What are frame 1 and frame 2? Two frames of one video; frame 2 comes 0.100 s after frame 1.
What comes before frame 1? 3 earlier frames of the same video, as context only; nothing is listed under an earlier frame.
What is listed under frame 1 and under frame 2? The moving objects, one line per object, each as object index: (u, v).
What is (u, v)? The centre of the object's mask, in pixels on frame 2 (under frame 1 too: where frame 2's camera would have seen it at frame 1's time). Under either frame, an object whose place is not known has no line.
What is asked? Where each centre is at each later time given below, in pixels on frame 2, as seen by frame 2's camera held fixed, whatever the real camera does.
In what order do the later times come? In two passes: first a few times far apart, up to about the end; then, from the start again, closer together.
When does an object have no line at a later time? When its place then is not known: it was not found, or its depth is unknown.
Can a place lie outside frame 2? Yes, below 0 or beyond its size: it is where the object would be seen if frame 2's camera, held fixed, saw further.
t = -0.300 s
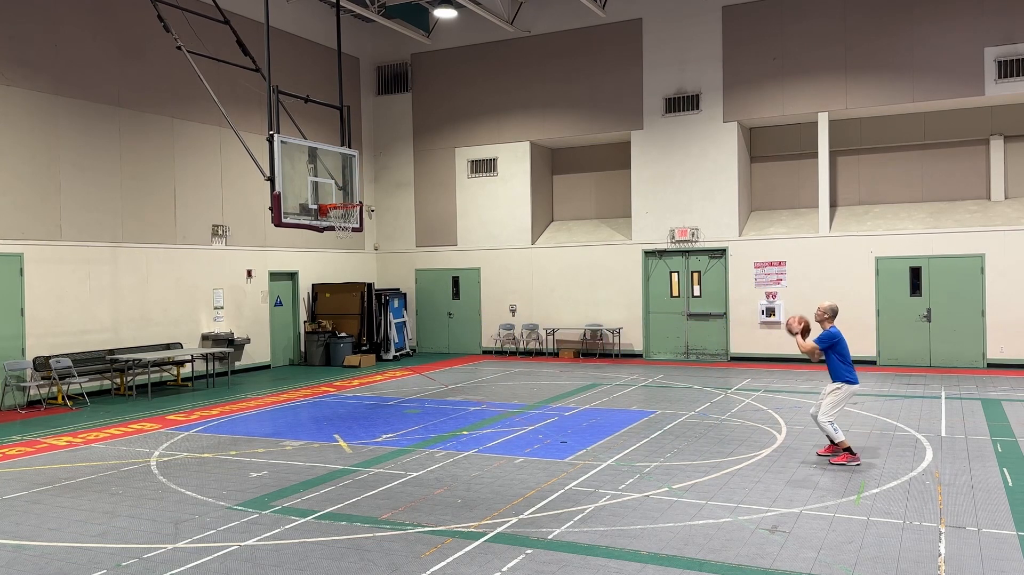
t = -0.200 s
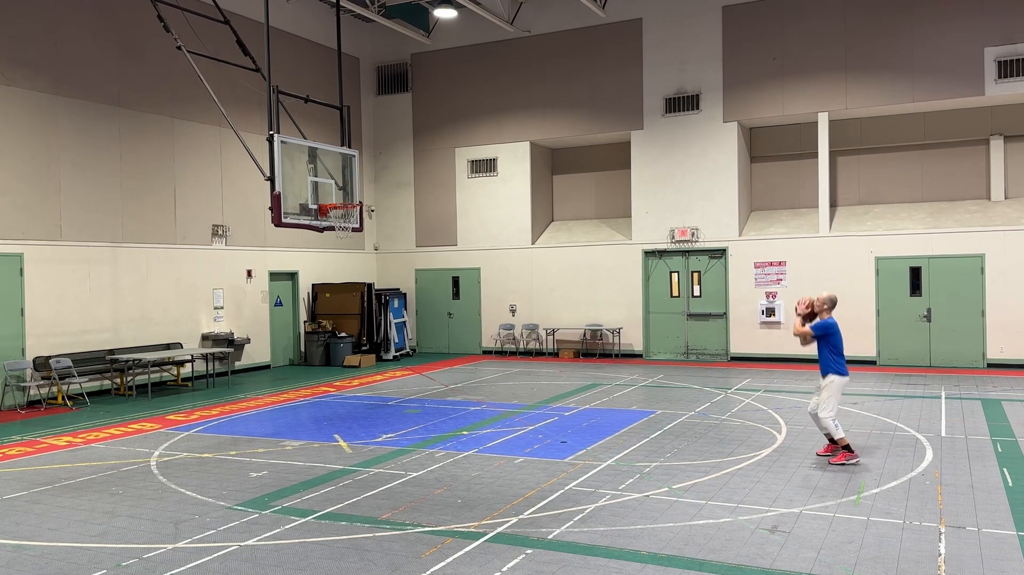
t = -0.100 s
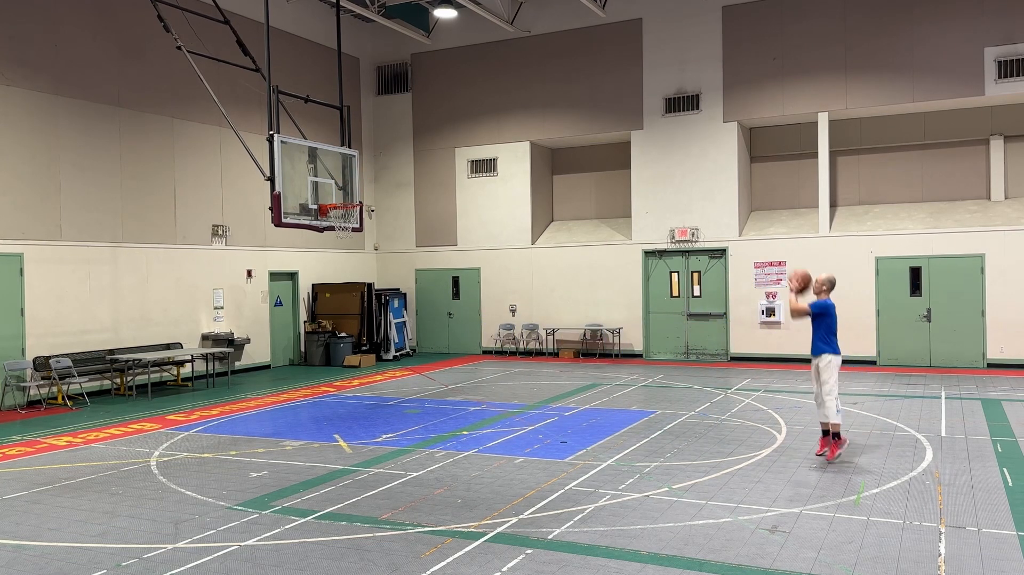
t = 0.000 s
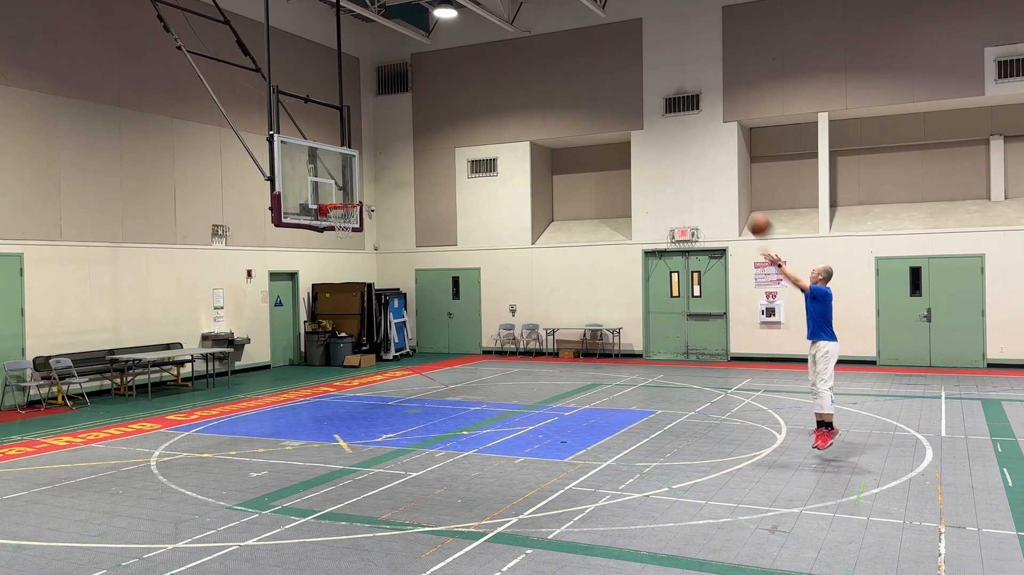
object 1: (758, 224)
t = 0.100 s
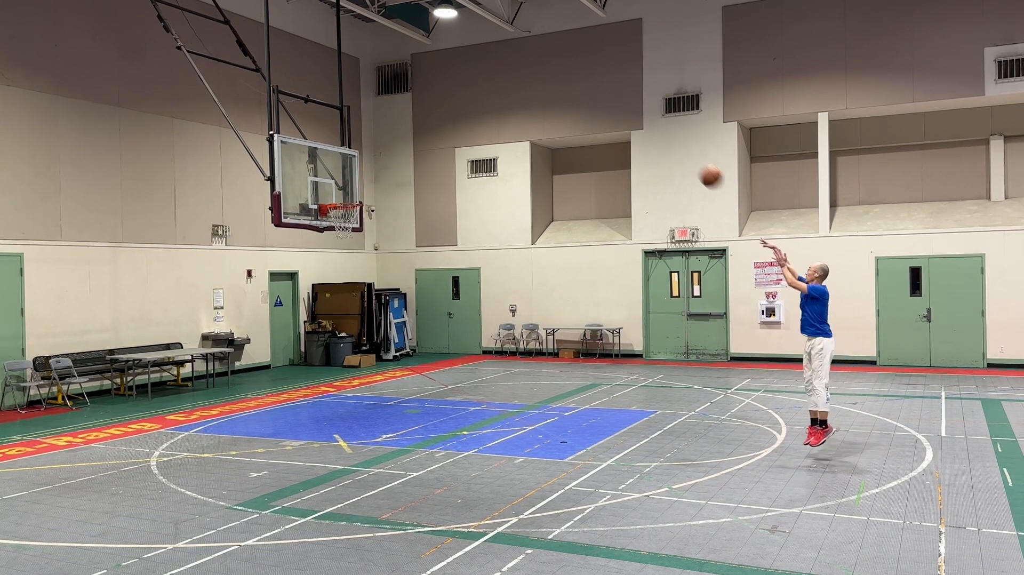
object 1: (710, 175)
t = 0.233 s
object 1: (651, 127)
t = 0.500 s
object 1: (548, 82)
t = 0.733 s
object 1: (471, 90)
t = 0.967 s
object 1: (404, 134)
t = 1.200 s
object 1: (346, 207)
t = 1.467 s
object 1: (319, 282)
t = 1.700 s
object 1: (297, 384)
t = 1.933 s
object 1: (295, 314)
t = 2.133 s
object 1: (316, 371)
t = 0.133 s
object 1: (695, 162)
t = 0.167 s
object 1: (680, 149)
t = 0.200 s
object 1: (665, 138)
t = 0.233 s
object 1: (651, 127)
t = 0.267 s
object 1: (637, 118)
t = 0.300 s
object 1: (624, 110)
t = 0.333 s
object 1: (611, 103)
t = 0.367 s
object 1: (598, 97)
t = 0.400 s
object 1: (585, 92)
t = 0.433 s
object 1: (573, 88)
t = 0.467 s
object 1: (560, 85)
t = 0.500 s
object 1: (548, 82)
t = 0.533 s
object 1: (537, 81)
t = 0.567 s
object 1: (525, 80)
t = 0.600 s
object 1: (514, 81)
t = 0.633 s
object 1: (503, 82)
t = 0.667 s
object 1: (492, 84)
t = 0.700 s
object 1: (481, 87)
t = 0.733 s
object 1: (471, 90)
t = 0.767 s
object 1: (461, 94)
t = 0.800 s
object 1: (451, 99)
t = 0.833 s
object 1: (441, 105)
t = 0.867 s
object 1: (431, 111)
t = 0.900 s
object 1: (422, 118)
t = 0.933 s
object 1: (413, 125)
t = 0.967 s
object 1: (404, 134)
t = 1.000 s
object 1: (395, 142)
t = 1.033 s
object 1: (387, 152)
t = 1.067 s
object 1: (378, 161)
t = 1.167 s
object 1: (353, 194)
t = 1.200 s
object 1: (346, 207)
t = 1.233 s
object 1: (339, 214)
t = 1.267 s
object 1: (336, 225)
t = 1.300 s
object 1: (333, 234)
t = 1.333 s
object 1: (330, 242)
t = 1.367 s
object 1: (327, 251)
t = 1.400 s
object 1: (324, 261)
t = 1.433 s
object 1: (321, 271)
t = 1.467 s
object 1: (319, 282)
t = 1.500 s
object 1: (315, 294)
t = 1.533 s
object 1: (313, 308)
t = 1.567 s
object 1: (310, 322)
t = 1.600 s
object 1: (307, 335)
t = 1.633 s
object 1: (303, 351)
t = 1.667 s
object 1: (300, 368)
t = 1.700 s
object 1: (297, 384)
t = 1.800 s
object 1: (292, 396)
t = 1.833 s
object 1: (292, 383)
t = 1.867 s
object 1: (292, 372)
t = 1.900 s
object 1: (293, 353)
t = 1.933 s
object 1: (295, 314)
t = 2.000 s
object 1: (300, 298)
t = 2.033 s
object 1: (304, 332)
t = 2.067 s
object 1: (308, 386)
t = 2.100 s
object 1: (312, 418)
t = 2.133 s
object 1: (316, 371)
